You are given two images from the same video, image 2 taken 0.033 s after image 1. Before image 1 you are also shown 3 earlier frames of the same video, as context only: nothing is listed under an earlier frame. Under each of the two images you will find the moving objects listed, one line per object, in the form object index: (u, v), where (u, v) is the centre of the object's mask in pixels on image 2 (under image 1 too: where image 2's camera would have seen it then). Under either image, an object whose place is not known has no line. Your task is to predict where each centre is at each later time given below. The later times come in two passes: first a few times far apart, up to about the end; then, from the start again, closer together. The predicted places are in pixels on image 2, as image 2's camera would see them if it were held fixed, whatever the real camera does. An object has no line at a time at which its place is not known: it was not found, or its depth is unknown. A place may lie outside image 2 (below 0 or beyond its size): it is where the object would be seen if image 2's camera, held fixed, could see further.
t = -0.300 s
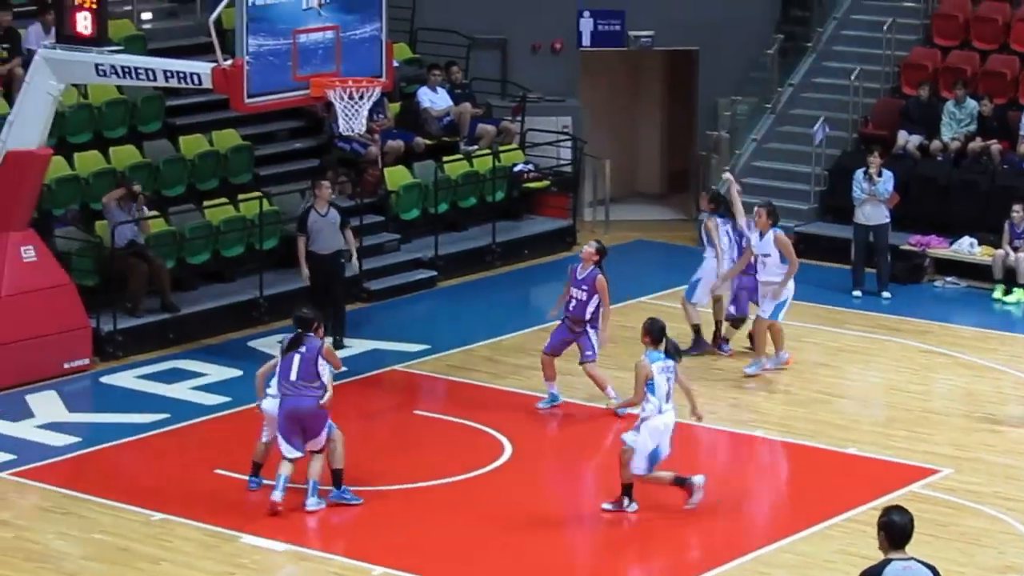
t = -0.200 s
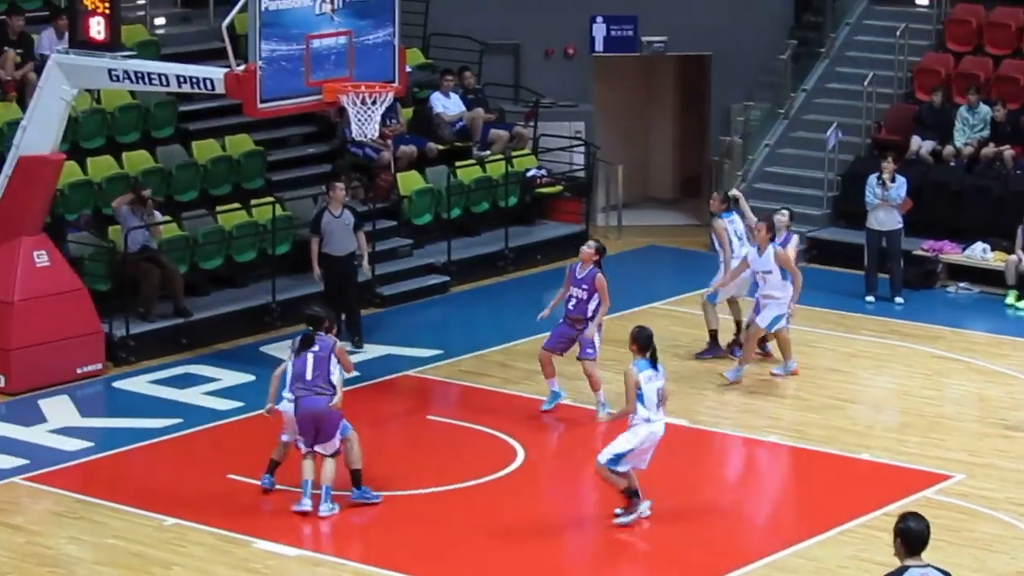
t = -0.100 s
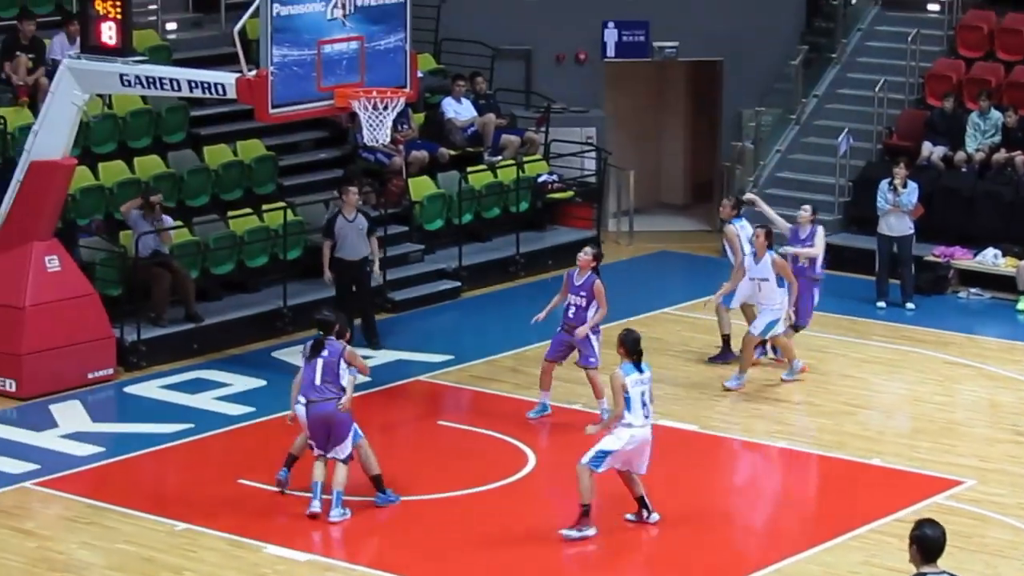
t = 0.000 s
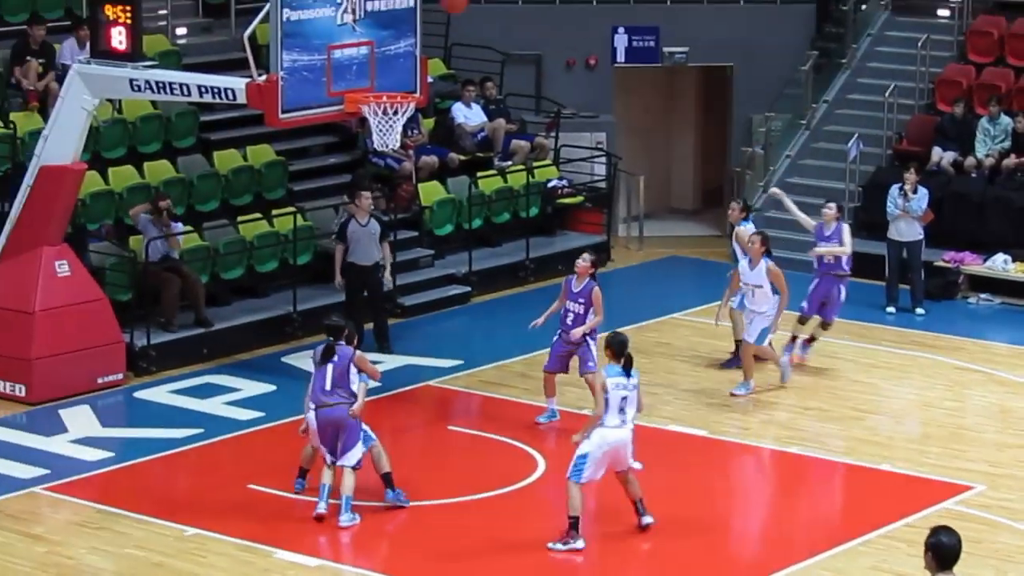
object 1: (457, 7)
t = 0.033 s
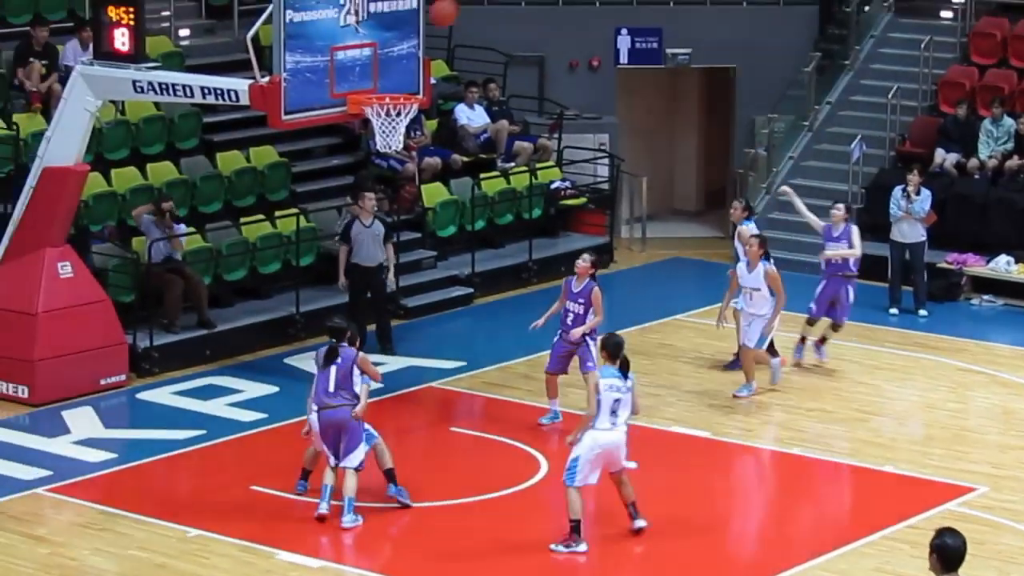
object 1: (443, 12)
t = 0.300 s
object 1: (423, 68)
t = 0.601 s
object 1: (577, 63)
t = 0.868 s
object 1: (701, 146)
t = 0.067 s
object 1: (430, 24)
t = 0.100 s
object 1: (416, 40)
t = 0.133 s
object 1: (402, 56)
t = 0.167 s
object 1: (387, 73)
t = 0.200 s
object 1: (374, 89)
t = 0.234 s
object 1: (388, 84)
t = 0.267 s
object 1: (405, 76)
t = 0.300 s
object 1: (423, 68)
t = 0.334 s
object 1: (442, 62)
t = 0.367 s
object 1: (459, 57)
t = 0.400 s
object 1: (476, 55)
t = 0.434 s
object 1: (494, 53)
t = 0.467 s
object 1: (510, 53)
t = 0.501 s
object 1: (527, 53)
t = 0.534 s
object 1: (544, 56)
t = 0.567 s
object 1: (561, 58)
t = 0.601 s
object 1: (577, 63)
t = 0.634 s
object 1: (594, 70)
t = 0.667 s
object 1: (609, 77)
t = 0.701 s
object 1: (625, 85)
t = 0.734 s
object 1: (640, 95)
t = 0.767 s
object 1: (656, 105)
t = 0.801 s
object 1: (672, 118)
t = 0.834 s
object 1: (686, 131)
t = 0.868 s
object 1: (701, 146)
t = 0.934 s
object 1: (730, 178)
